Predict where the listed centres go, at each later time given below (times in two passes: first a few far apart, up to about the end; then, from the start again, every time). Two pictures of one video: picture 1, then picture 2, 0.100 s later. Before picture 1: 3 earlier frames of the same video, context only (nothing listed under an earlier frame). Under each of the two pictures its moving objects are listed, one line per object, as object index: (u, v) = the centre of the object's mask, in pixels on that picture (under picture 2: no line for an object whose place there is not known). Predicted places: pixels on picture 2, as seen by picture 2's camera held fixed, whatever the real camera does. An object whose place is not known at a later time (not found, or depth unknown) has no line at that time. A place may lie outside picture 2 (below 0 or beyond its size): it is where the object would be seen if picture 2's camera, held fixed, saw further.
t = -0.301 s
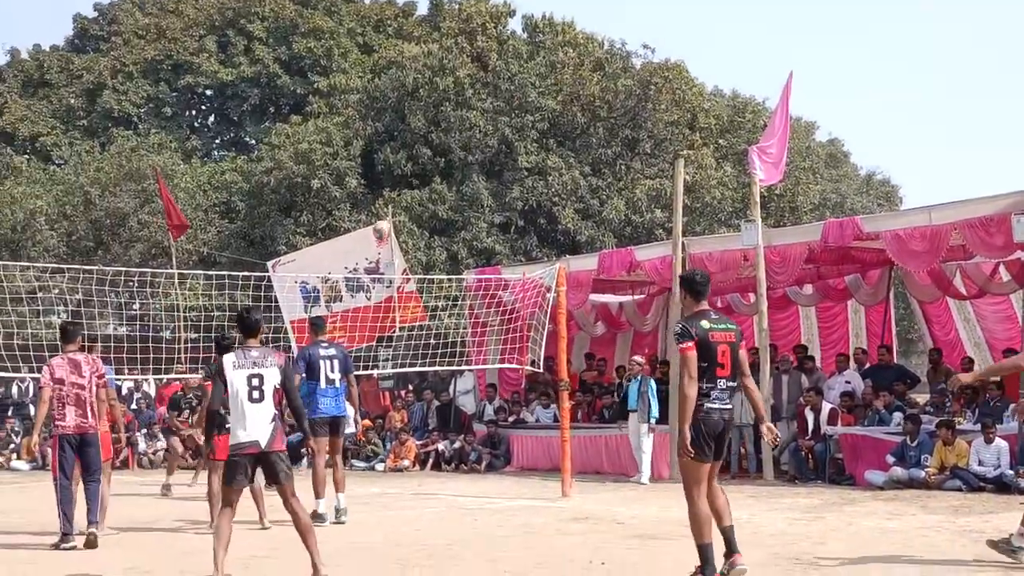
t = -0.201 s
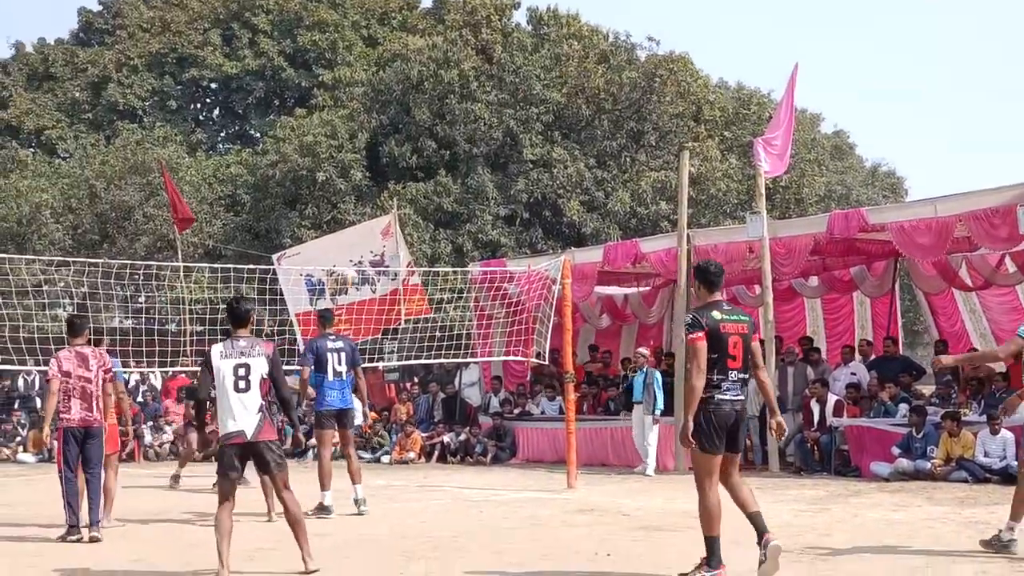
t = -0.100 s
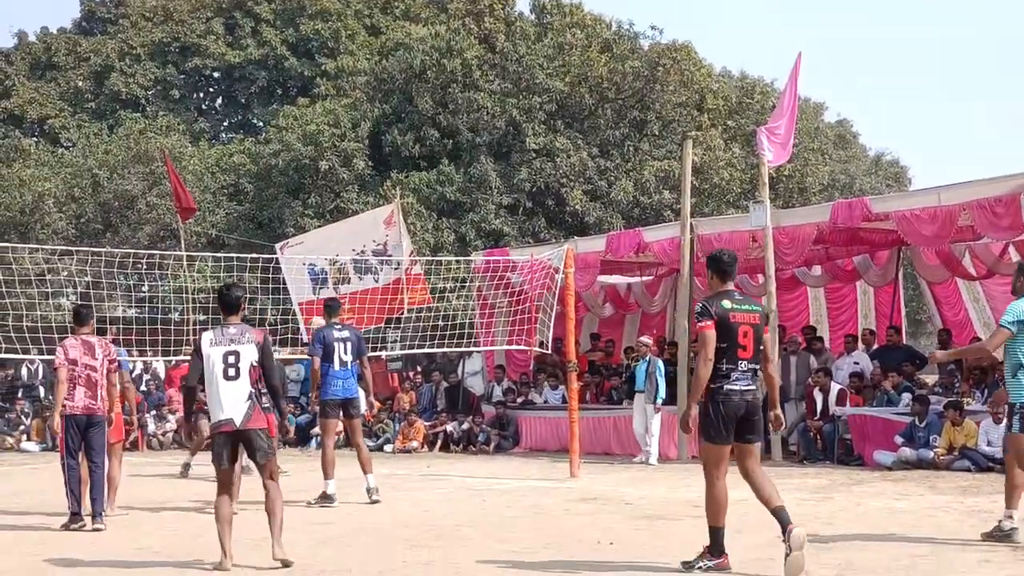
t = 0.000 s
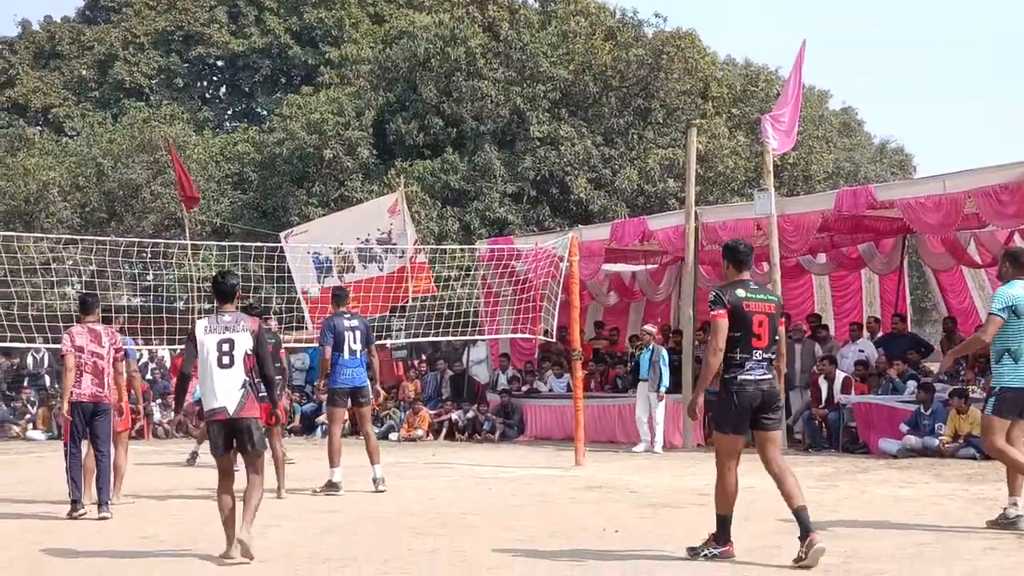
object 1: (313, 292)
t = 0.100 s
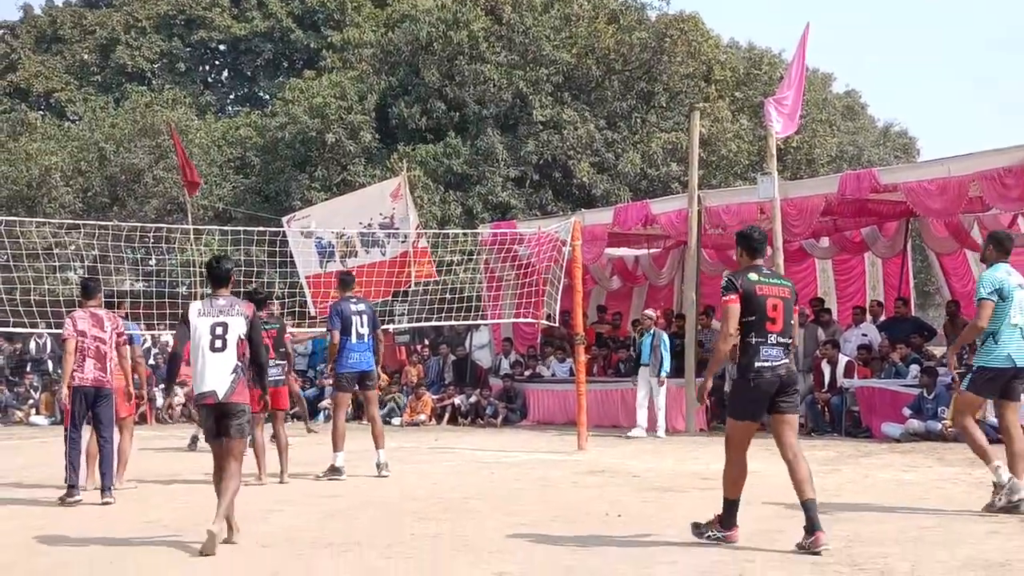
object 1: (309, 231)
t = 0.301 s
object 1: (301, 156)
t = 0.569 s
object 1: (290, 109)
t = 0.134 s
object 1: (306, 215)
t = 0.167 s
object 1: (306, 201)
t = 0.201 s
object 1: (305, 189)
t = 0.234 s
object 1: (304, 177)
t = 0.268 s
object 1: (302, 167)
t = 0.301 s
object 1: (301, 156)
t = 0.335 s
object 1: (299, 147)
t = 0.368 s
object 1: (298, 139)
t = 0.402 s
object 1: (297, 131)
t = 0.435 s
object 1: (296, 125)
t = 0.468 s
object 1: (295, 119)
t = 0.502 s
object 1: (292, 113)
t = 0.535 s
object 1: (292, 110)
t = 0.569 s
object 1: (290, 109)
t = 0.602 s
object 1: (290, 108)
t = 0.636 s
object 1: (288, 107)
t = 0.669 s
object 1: (287, 106)
